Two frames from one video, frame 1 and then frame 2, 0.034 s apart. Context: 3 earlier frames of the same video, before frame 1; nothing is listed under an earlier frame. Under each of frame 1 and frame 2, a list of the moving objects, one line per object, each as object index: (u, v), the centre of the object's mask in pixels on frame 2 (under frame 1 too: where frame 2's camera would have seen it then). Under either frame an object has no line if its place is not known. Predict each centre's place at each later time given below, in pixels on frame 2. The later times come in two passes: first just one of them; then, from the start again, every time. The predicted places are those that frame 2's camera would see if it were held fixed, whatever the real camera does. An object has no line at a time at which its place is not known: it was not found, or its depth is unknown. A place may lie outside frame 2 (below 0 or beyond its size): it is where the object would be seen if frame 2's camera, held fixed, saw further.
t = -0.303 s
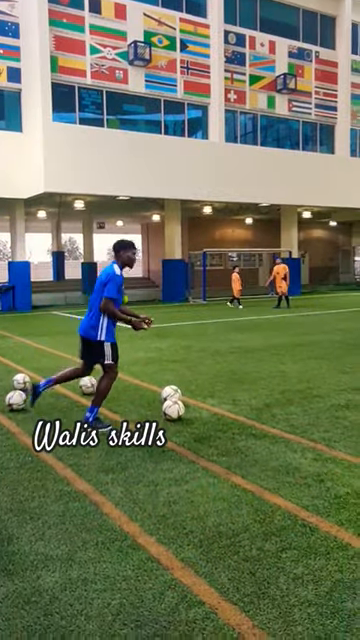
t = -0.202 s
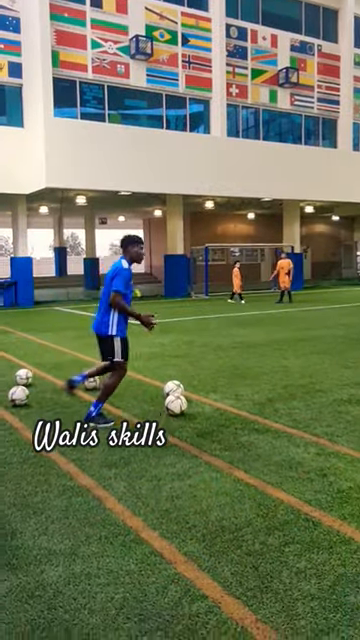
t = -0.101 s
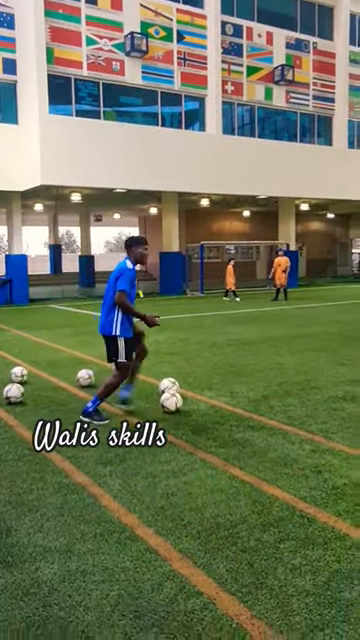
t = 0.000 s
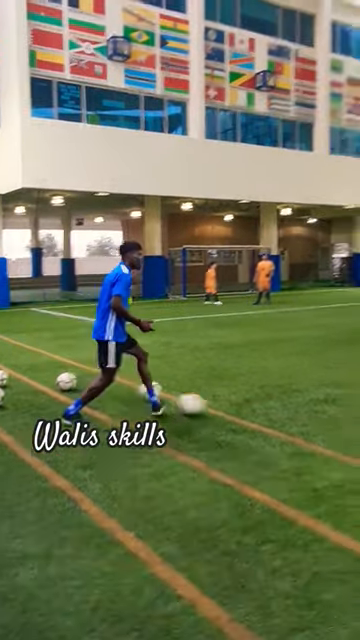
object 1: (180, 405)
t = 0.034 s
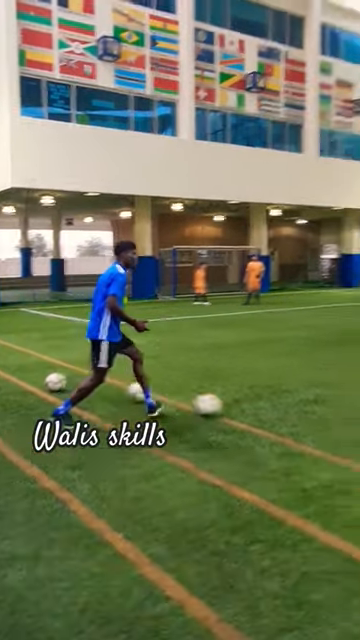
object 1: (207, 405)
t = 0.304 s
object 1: (396, 402)
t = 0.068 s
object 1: (234, 404)
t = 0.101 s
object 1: (259, 403)
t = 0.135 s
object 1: (283, 403)
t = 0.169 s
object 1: (308, 403)
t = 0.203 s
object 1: (331, 403)
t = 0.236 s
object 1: (352, 402)
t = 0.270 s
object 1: (375, 402)
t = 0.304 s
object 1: (396, 402)
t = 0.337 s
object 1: (416, 402)
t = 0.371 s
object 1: (436, 400)
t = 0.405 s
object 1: (455, 400)
